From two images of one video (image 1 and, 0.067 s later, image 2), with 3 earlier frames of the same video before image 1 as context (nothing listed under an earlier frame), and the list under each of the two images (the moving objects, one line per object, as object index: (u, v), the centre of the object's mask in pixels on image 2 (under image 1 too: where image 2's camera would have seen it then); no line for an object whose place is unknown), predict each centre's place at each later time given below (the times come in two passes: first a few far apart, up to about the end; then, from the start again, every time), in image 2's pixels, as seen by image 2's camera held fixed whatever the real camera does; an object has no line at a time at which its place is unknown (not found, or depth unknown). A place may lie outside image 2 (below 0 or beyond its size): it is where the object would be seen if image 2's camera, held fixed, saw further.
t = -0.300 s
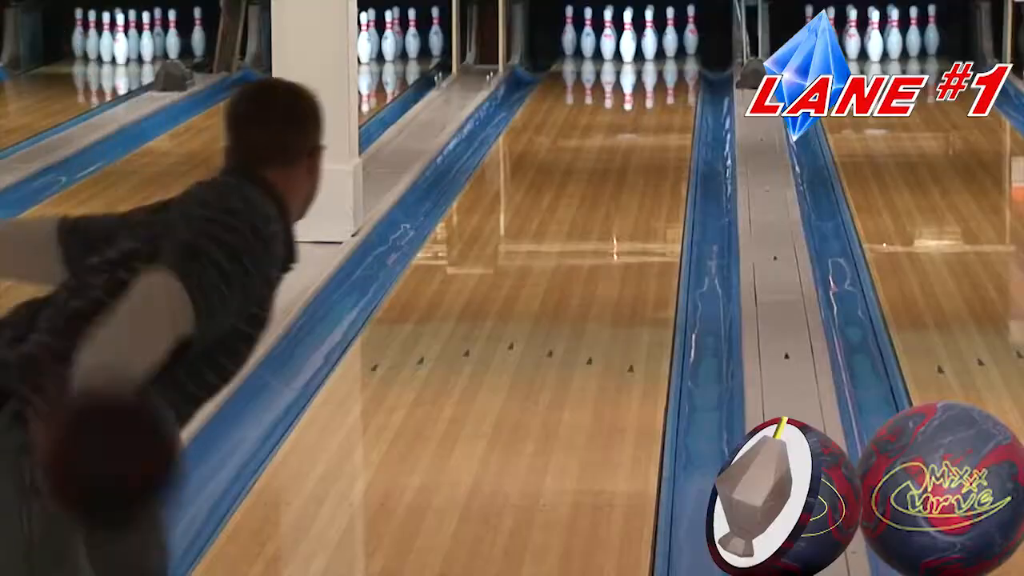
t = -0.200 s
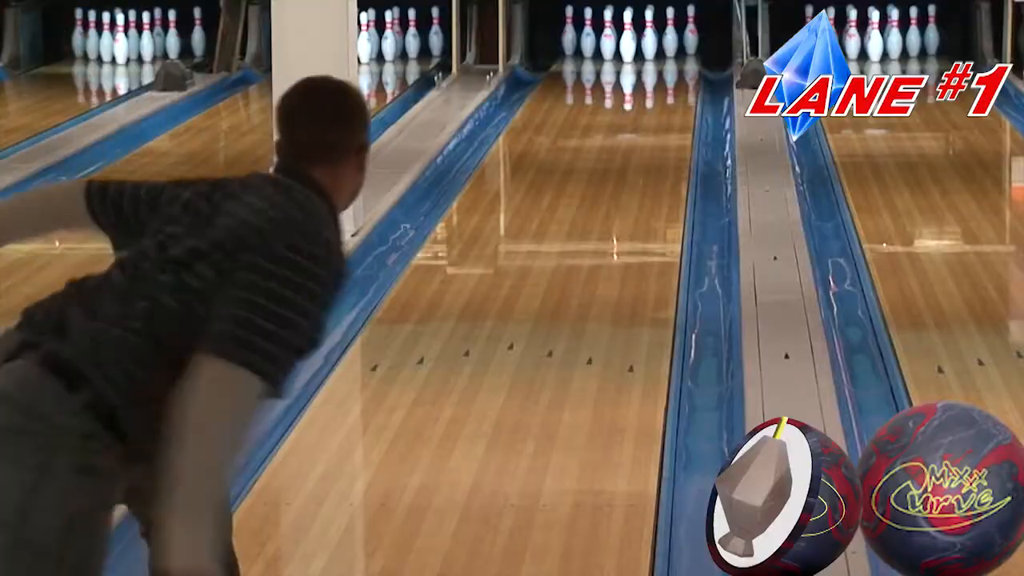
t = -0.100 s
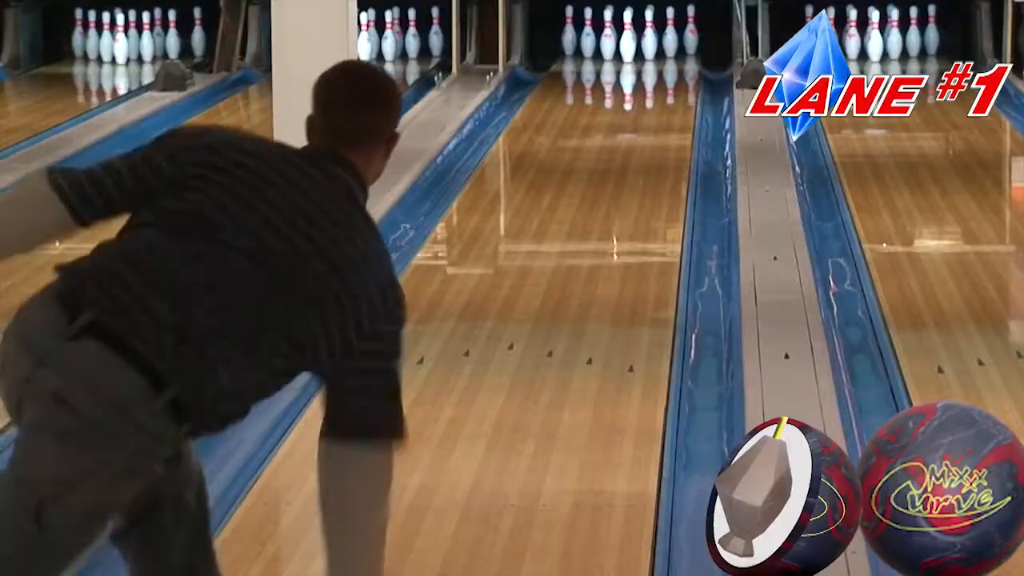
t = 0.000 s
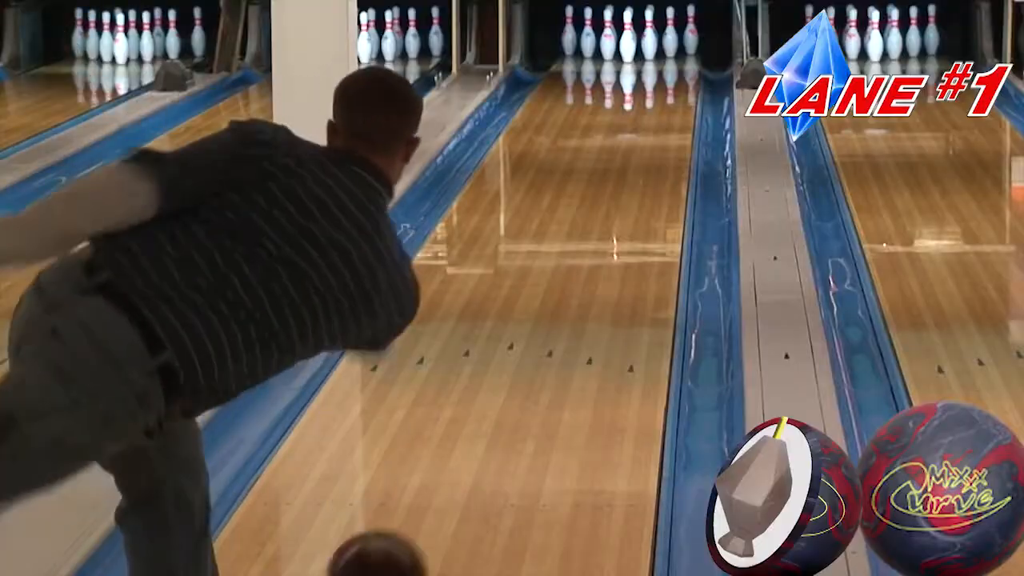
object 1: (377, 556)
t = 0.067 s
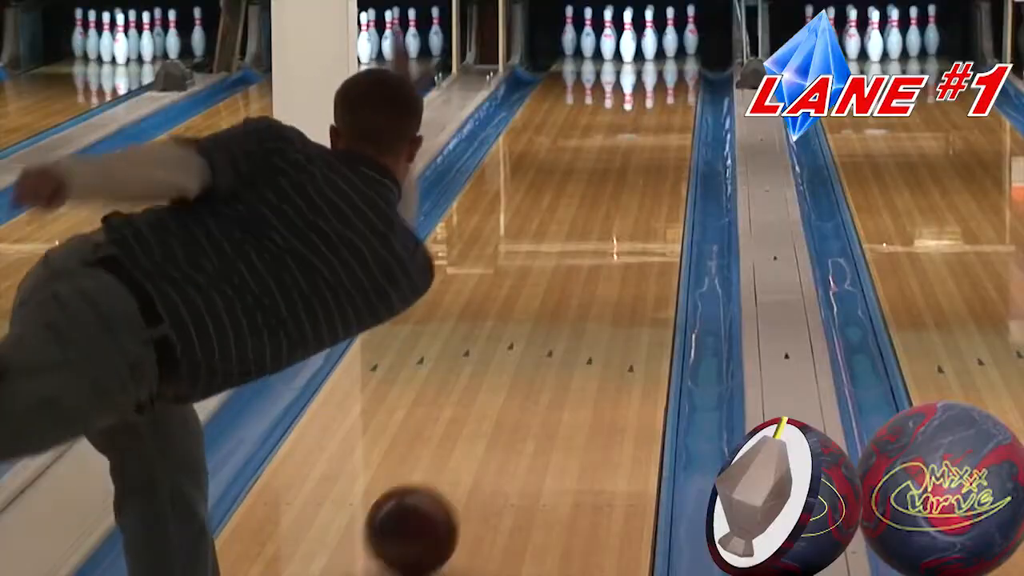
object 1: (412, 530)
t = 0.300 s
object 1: (504, 394)
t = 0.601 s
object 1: (577, 279)
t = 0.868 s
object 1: (618, 210)
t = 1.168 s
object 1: (648, 155)
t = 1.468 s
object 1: (666, 113)
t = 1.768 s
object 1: (667, 83)
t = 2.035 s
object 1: (657, 62)
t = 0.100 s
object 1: (428, 508)
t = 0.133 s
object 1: (443, 485)
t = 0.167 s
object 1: (456, 464)
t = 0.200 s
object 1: (469, 445)
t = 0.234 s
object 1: (481, 427)
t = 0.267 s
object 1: (493, 409)
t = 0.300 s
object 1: (504, 394)
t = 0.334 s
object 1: (513, 378)
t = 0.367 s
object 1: (523, 364)
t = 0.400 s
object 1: (533, 350)
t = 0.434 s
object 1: (540, 336)
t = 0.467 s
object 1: (548, 323)
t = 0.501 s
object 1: (556, 311)
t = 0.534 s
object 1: (564, 301)
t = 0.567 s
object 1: (570, 289)
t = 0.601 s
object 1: (577, 279)
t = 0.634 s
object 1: (583, 269)
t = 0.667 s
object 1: (589, 259)
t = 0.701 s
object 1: (594, 250)
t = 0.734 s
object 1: (599, 242)
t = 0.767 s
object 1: (605, 234)
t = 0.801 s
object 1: (610, 225)
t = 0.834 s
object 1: (614, 218)
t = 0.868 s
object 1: (618, 210)
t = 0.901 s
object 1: (622, 204)
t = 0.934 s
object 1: (626, 196)
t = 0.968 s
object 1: (630, 190)
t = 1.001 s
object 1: (633, 183)
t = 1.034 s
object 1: (636, 177)
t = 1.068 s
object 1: (640, 171)
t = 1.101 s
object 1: (643, 166)
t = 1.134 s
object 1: (645, 160)
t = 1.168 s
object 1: (648, 155)
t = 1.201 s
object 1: (651, 149)
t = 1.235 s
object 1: (653, 145)
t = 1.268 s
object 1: (655, 139)
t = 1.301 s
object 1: (657, 134)
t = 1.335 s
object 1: (659, 130)
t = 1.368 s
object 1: (661, 126)
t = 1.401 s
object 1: (663, 121)
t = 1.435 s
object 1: (664, 118)
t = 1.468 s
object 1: (666, 113)
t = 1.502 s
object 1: (666, 110)
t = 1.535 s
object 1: (667, 106)
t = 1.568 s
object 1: (668, 102)
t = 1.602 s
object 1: (669, 99)
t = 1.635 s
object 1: (669, 95)
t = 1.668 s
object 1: (669, 91)
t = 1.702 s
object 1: (669, 89)
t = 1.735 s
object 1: (668, 86)
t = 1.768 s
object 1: (667, 83)
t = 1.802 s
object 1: (667, 80)
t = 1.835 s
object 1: (666, 78)
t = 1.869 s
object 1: (665, 75)
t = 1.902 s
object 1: (664, 72)
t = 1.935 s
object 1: (663, 69)
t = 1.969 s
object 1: (661, 66)
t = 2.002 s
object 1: (659, 64)
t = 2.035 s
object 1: (657, 62)
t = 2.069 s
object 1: (655, 59)
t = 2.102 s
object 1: (653, 57)
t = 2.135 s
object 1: (652, 55)
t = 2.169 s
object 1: (649, 54)
